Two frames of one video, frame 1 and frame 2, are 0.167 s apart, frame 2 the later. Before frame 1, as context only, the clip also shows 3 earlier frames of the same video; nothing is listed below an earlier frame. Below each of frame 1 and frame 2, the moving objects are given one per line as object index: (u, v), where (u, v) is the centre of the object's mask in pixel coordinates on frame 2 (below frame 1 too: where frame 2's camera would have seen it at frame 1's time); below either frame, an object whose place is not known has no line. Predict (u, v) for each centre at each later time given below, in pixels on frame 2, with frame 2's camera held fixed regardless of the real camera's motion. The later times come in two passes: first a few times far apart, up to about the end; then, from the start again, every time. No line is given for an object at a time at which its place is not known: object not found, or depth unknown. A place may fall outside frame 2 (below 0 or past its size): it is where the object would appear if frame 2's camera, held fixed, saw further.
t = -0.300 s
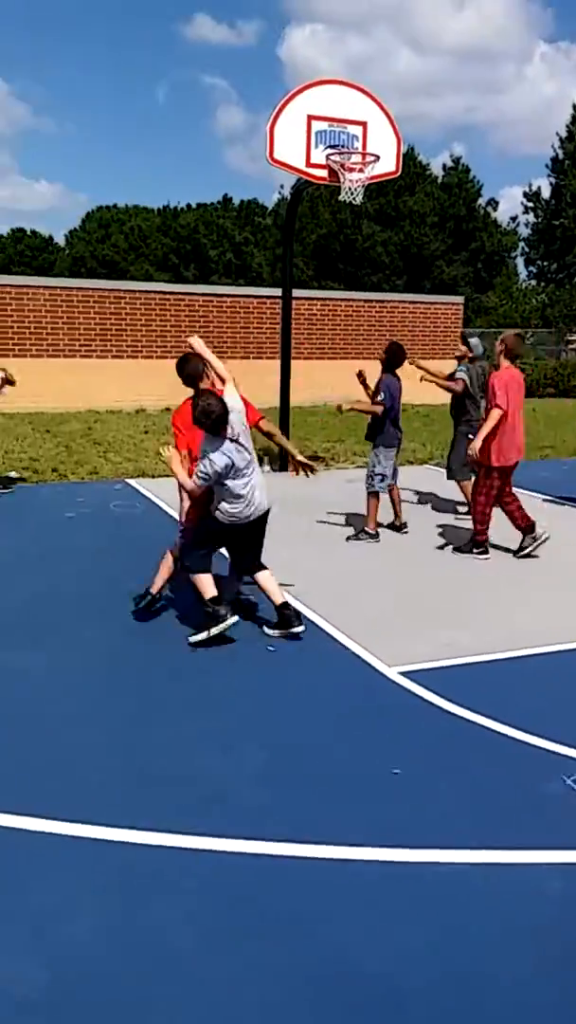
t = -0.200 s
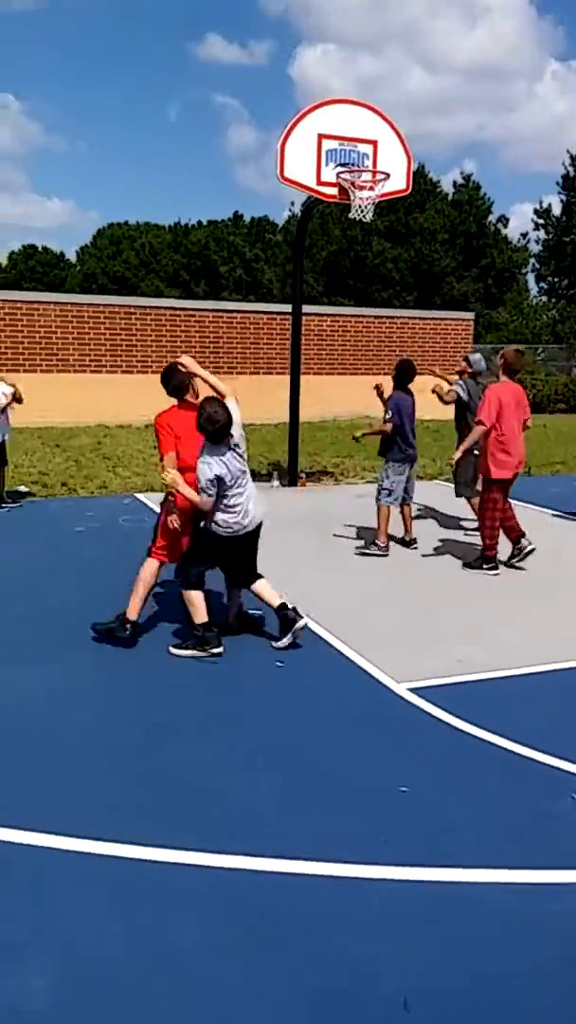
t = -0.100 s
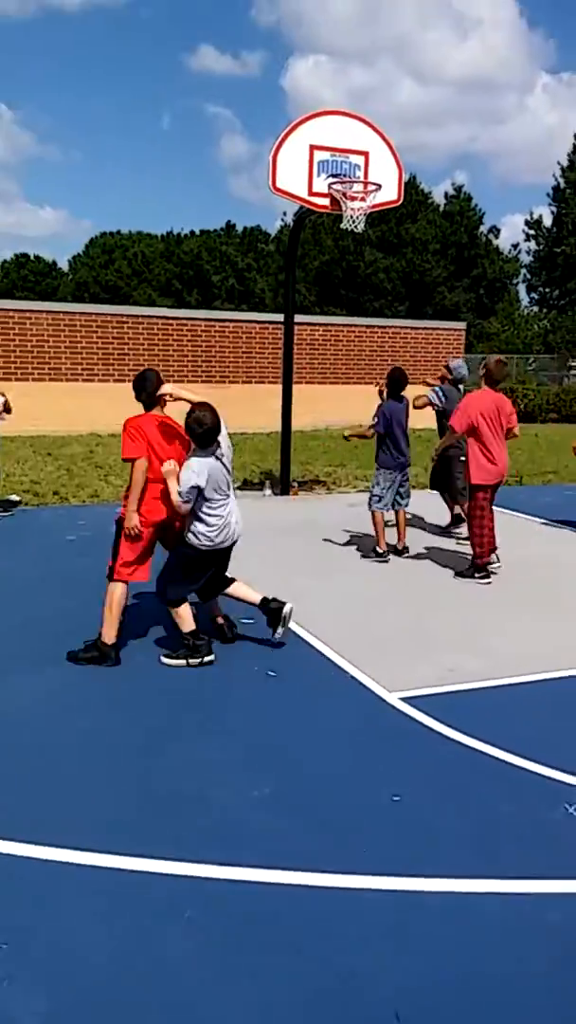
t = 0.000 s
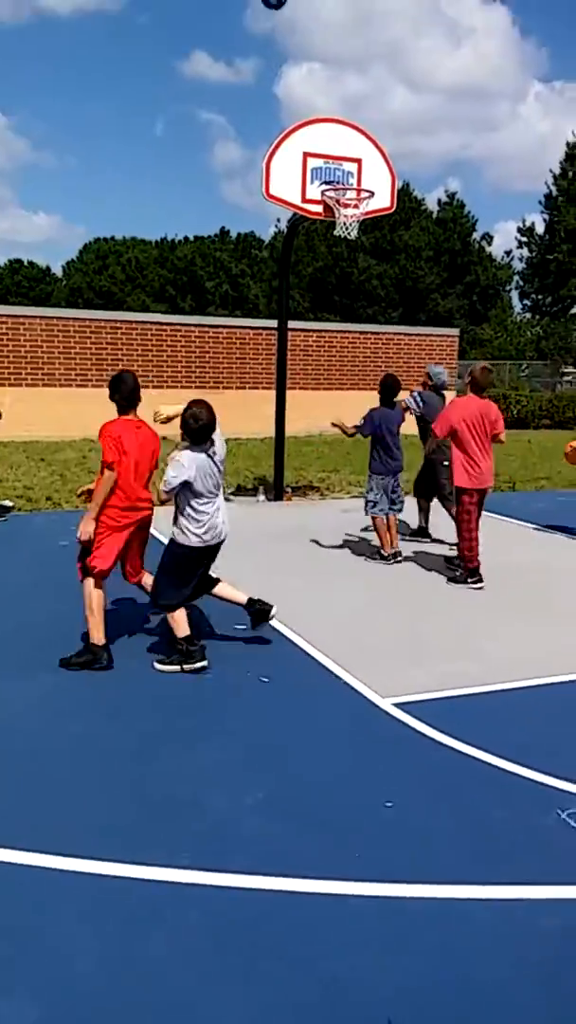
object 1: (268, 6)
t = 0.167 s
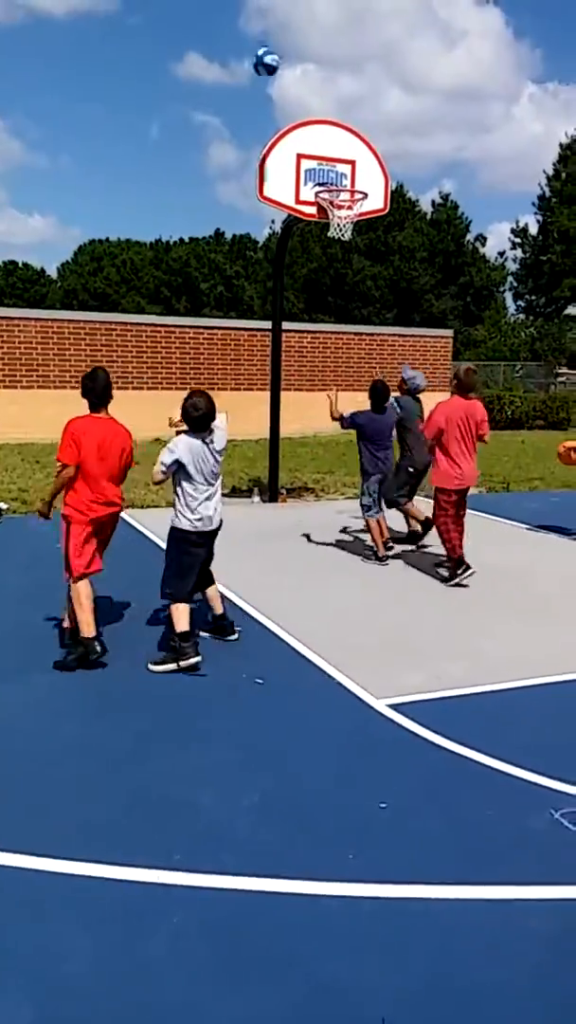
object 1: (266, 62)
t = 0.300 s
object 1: (265, 130)
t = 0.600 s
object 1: (141, 127)
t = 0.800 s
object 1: (53, 180)
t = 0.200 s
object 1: (266, 78)
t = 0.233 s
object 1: (266, 95)
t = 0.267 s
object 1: (265, 112)
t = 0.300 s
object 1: (265, 130)
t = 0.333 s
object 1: (254, 131)
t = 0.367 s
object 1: (242, 127)
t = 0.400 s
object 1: (228, 123)
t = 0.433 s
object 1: (214, 120)
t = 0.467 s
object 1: (199, 119)
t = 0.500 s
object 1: (185, 118)
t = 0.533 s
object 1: (171, 121)
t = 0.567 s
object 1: (156, 123)
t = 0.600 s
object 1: (141, 127)
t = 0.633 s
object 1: (127, 133)
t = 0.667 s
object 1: (111, 139)
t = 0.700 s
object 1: (97, 148)
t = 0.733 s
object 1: (83, 157)
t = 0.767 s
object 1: (68, 167)
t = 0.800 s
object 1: (53, 180)
